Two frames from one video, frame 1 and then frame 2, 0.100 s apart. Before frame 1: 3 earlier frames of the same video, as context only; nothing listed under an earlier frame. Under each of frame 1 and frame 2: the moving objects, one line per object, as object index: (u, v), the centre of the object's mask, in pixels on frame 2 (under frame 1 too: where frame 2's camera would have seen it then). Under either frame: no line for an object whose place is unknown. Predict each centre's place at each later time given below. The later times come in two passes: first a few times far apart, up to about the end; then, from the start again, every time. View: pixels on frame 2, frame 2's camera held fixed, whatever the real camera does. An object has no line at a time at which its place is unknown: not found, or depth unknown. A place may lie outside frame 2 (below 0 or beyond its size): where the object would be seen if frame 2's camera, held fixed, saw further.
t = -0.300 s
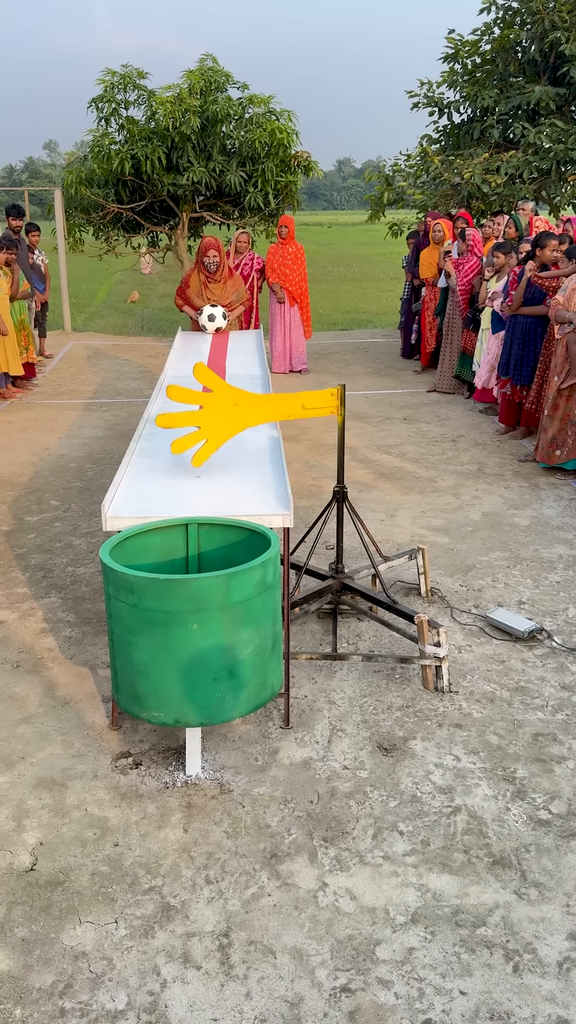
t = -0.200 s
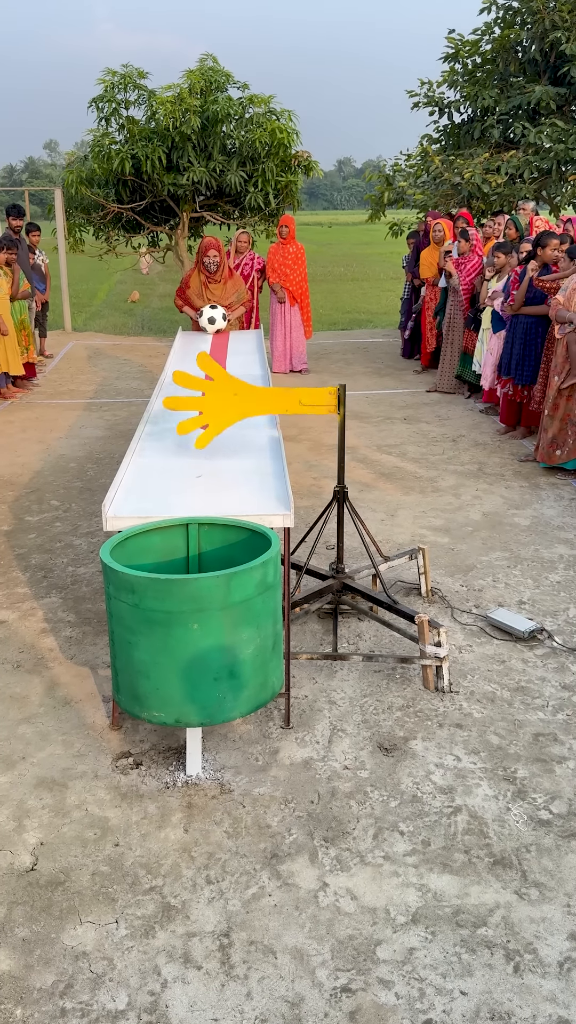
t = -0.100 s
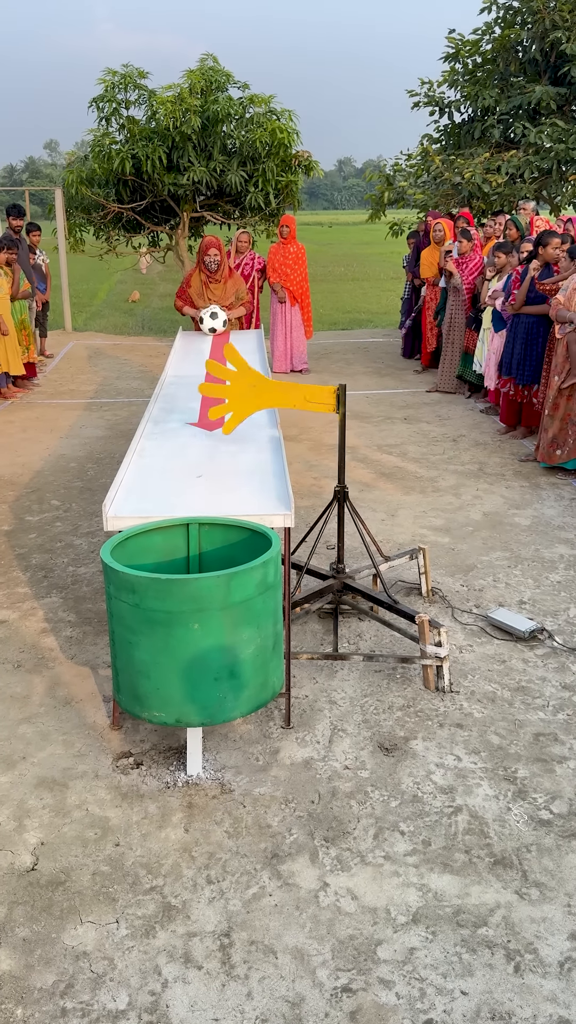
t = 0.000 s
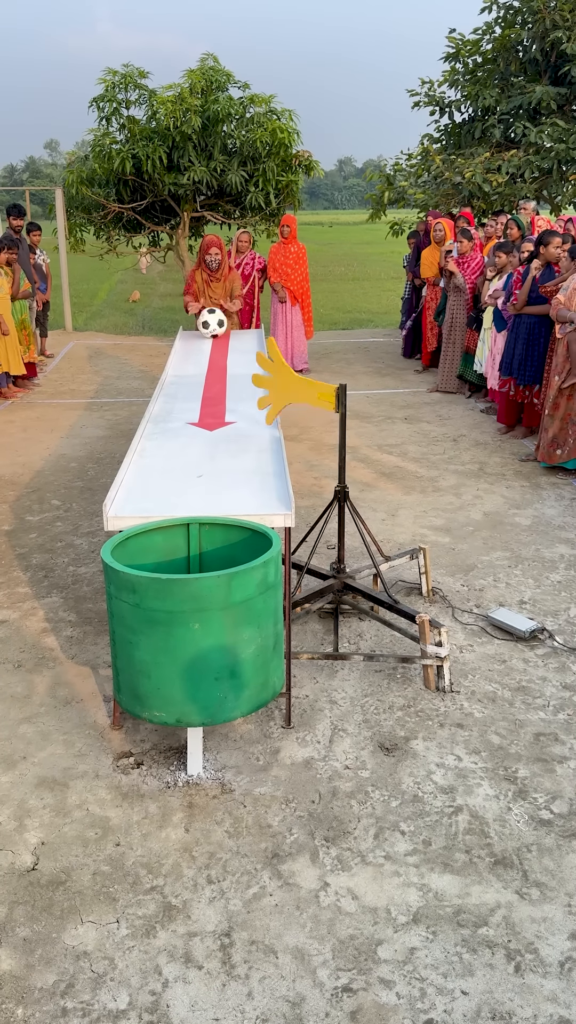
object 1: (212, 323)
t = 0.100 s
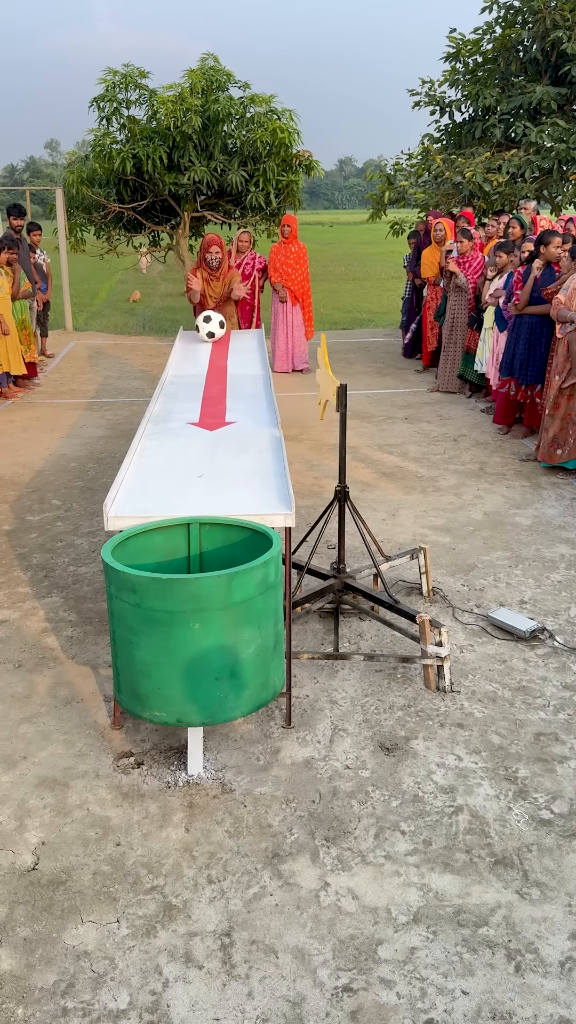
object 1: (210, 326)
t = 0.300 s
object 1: (206, 335)
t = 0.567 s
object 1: (197, 347)
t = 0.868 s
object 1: (184, 363)
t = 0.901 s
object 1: (182, 364)
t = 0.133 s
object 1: (210, 327)
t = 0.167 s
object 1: (209, 329)
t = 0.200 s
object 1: (208, 330)
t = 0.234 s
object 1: (208, 332)
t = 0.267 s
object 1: (207, 333)
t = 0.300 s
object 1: (206, 335)
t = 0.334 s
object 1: (205, 336)
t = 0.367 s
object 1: (204, 338)
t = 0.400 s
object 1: (203, 339)
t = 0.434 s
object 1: (202, 341)
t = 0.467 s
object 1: (201, 342)
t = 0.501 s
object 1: (200, 344)
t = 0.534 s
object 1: (199, 345)
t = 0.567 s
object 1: (197, 347)
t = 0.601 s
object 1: (196, 349)
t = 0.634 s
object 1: (195, 350)
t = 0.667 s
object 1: (193, 352)
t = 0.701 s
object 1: (192, 354)
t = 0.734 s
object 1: (190, 356)
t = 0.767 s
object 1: (189, 358)
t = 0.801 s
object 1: (188, 359)
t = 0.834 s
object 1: (186, 361)
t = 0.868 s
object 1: (184, 363)
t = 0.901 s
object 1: (182, 364)
